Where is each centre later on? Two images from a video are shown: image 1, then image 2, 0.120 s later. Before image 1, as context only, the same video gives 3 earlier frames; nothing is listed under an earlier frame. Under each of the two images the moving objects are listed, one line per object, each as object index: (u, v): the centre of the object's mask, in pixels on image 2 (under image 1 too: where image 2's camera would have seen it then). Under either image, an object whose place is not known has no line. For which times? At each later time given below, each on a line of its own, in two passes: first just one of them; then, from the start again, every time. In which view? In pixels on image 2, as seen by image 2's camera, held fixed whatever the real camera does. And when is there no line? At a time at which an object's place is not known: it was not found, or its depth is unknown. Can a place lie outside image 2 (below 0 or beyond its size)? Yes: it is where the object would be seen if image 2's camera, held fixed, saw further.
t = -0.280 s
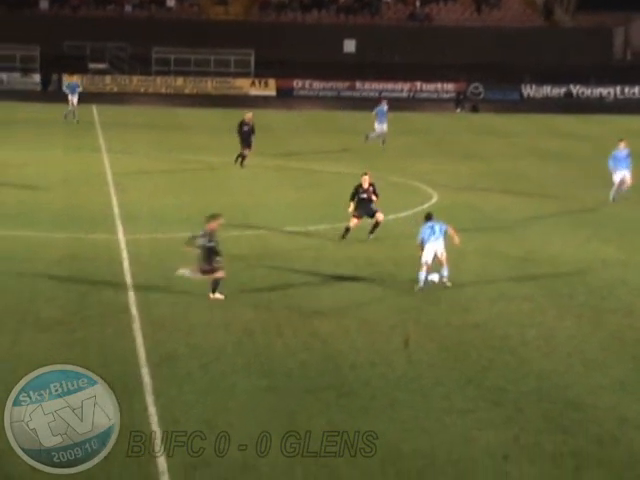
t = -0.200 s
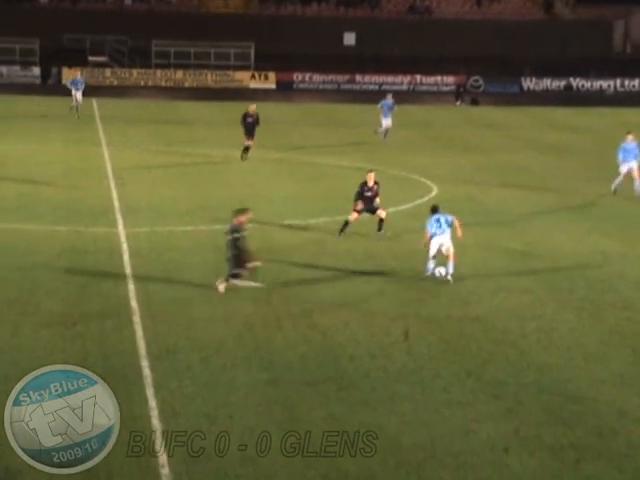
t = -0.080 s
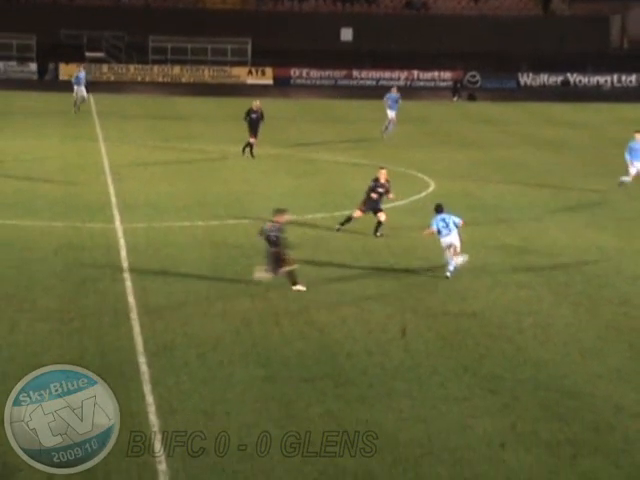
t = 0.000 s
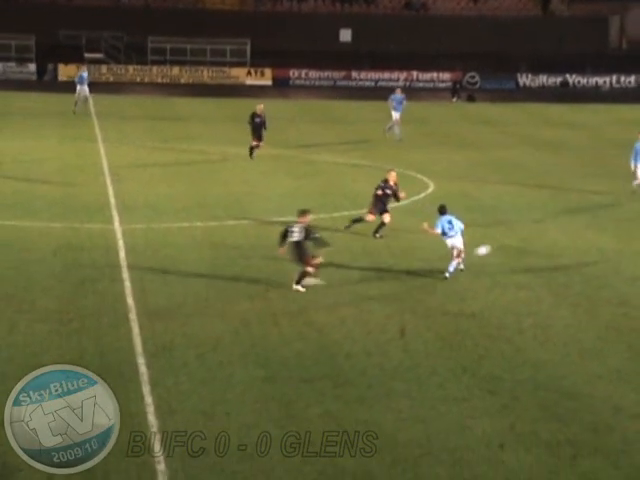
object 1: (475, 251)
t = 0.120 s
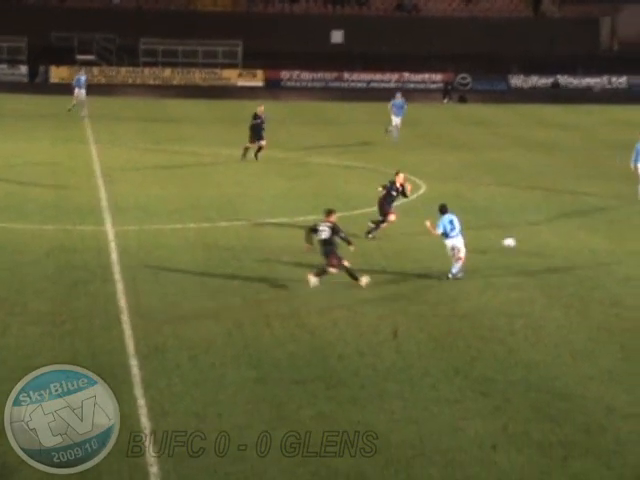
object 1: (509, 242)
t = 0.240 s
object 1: (542, 240)
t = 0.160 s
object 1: (520, 240)
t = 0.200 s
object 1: (531, 239)
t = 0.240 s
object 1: (542, 240)
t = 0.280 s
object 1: (552, 239)
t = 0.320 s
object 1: (561, 234)
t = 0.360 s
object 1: (571, 229)
